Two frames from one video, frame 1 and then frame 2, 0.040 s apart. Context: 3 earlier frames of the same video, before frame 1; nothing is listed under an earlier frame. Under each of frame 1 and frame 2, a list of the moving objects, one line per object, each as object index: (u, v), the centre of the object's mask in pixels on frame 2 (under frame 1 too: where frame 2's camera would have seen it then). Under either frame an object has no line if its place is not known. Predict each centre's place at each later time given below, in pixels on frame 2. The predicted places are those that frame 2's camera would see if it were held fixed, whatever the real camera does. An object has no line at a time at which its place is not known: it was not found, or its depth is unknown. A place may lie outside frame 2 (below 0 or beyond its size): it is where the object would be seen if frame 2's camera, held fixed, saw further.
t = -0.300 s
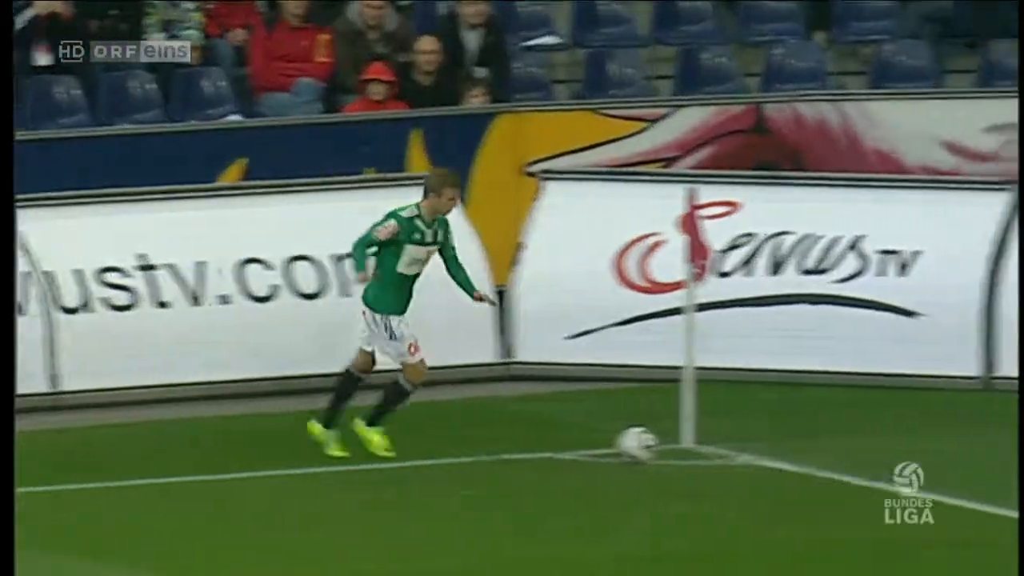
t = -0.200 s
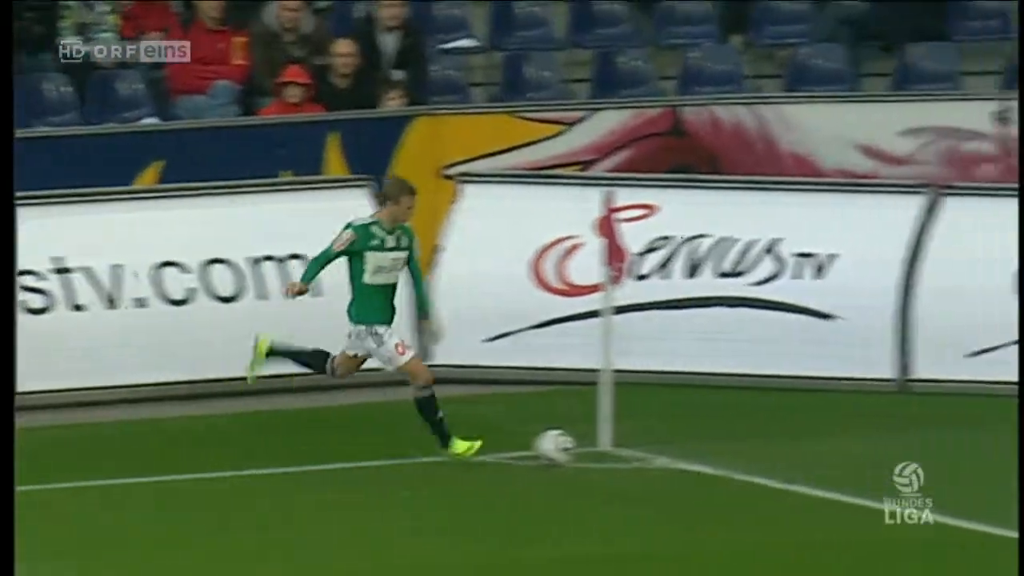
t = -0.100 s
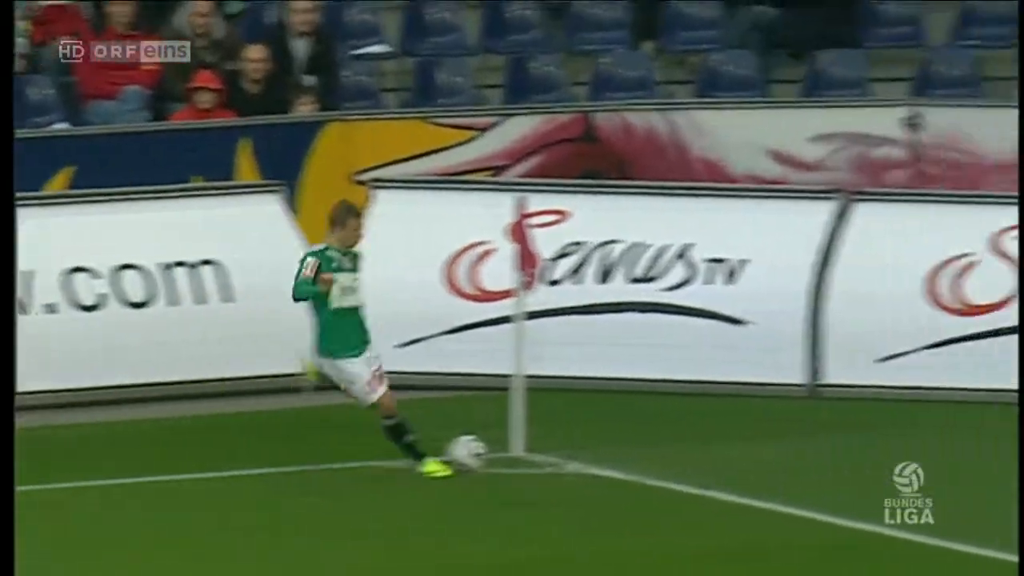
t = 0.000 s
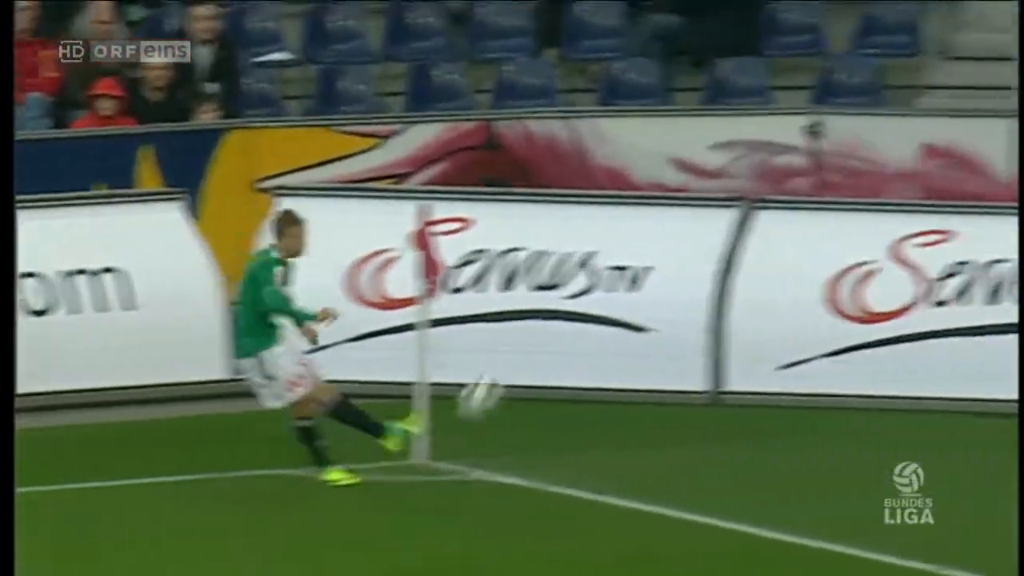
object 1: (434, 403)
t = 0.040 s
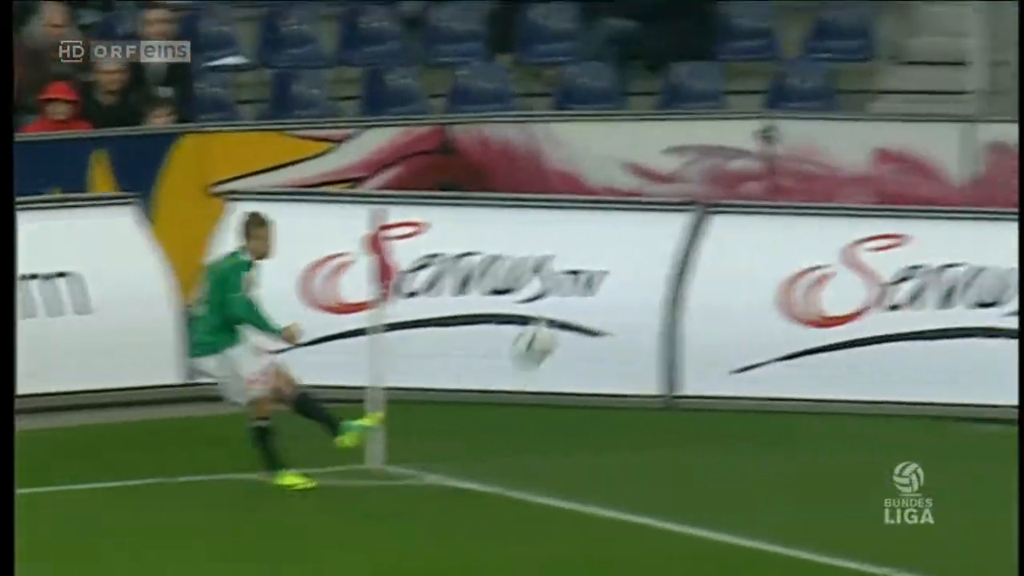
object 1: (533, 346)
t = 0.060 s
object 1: (584, 316)
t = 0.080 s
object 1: (630, 291)
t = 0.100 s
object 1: (676, 265)
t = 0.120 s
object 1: (724, 237)
